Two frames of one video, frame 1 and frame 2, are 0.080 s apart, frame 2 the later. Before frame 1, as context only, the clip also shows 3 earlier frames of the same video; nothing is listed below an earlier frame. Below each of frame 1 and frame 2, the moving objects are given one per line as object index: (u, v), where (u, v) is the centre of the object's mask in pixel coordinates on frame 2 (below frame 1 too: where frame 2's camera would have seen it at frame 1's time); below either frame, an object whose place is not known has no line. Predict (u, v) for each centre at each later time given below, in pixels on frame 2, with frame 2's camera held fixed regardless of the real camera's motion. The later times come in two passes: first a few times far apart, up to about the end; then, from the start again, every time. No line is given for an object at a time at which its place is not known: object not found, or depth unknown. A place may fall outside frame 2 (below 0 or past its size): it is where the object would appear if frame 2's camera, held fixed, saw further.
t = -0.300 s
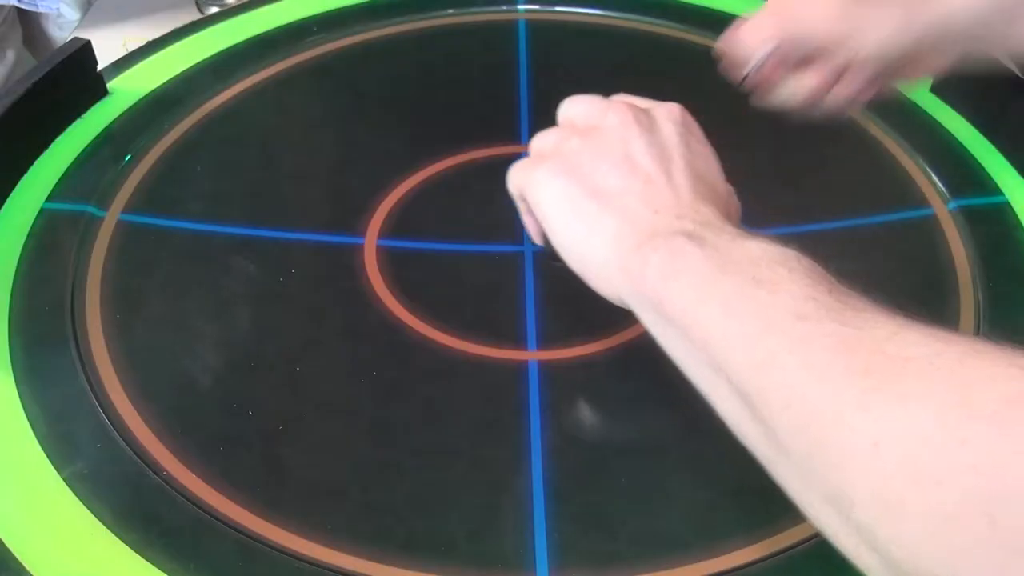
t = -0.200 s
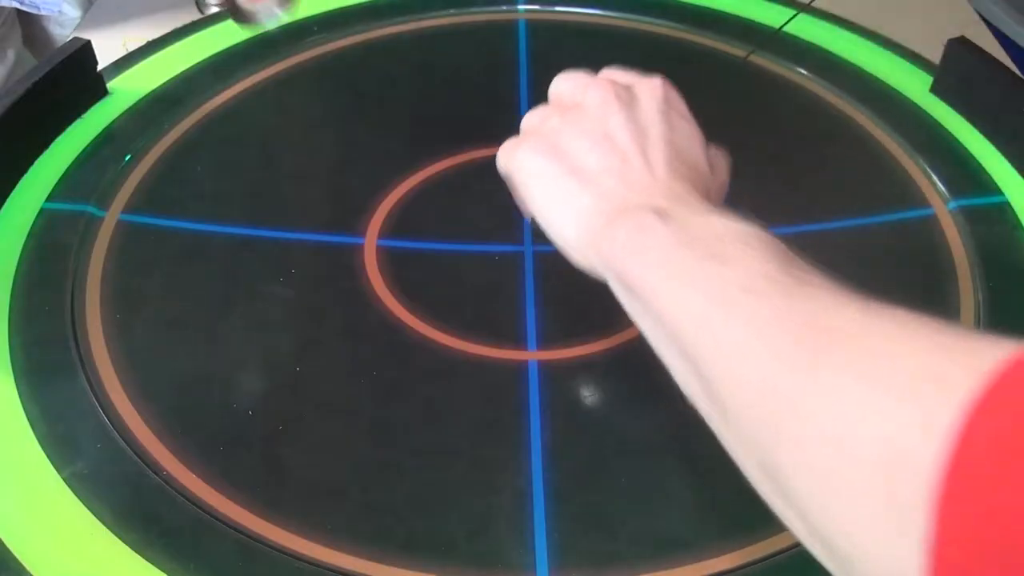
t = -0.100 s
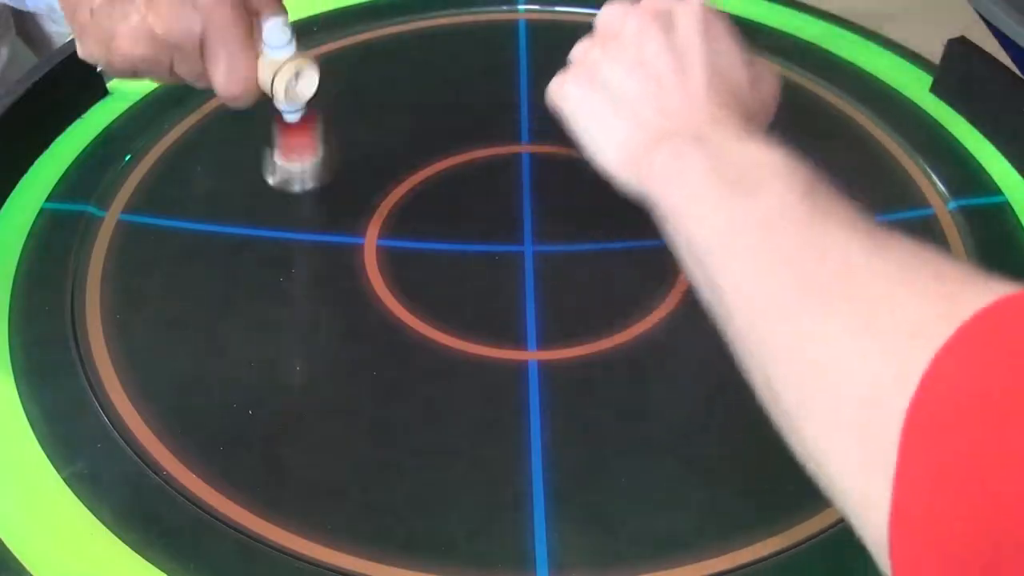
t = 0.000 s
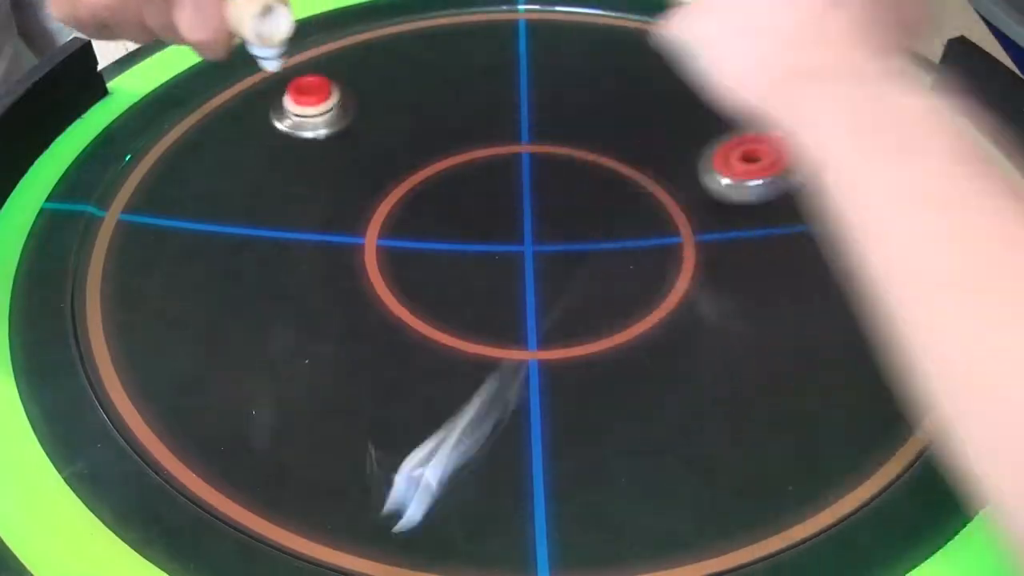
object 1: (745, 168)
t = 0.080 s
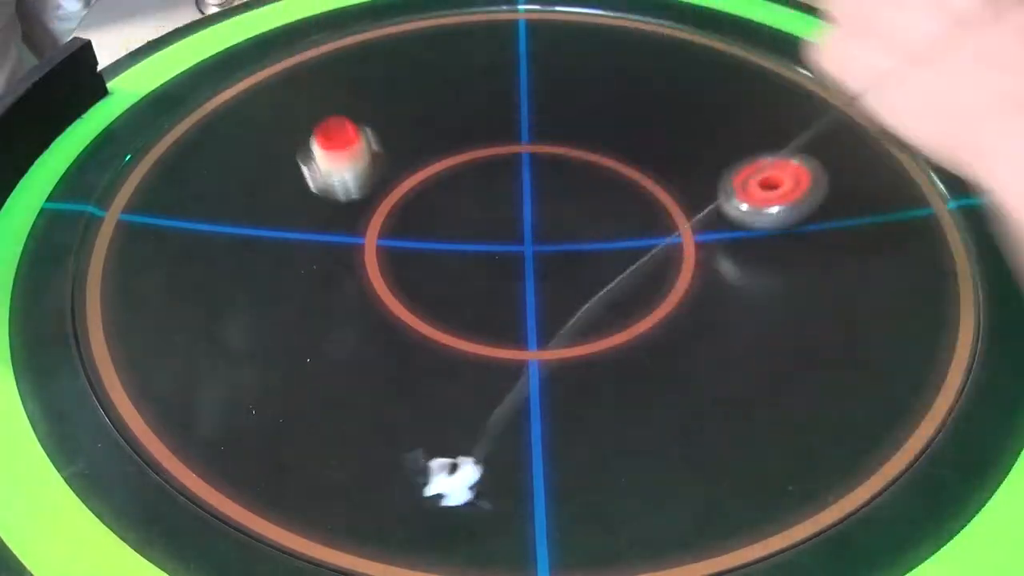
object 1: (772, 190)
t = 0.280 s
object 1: (777, 260)
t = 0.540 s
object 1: (842, 390)
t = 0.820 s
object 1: (819, 461)
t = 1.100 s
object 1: (750, 422)
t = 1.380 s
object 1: (735, 462)
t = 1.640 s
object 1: (673, 471)
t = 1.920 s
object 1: (977, 246)
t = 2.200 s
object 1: (596, 14)
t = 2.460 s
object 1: (297, 50)
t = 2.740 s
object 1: (87, 251)
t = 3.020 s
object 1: (303, 489)
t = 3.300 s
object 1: (631, 389)
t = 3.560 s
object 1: (627, 170)
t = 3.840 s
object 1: (366, 44)
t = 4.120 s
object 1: (165, 158)
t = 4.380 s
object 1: (225, 298)
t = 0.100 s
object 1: (776, 186)
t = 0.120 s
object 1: (777, 187)
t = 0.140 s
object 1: (779, 193)
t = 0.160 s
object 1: (779, 199)
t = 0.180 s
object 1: (779, 205)
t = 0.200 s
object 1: (778, 212)
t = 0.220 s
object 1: (776, 222)
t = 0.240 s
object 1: (776, 233)
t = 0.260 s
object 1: (776, 245)
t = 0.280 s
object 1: (777, 260)
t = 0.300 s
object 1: (779, 277)
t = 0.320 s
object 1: (784, 295)
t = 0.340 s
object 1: (790, 315)
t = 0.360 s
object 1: (800, 336)
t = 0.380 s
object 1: (814, 359)
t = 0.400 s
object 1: (831, 382)
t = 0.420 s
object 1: (849, 402)
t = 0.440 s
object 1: (880, 427)
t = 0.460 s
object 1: (895, 435)
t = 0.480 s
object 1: (886, 416)
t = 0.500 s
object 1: (872, 401)
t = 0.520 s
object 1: (858, 392)
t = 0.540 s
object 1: (842, 390)
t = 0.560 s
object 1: (824, 392)
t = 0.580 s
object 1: (812, 387)
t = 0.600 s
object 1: (803, 381)
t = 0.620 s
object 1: (794, 377)
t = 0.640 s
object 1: (788, 375)
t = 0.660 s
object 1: (783, 375)
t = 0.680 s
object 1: (780, 377)
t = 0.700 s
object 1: (778, 382)
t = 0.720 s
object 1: (779, 390)
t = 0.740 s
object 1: (781, 399)
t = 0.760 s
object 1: (787, 412)
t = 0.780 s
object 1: (796, 427)
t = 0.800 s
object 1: (806, 443)
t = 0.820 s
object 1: (819, 461)
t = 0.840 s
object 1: (834, 477)
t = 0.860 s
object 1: (833, 467)
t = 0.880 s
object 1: (824, 450)
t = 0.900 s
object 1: (814, 439)
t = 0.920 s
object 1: (802, 434)
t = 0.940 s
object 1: (792, 427)
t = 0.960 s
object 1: (783, 419)
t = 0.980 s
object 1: (776, 413)
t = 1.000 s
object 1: (769, 409)
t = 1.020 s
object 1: (764, 407)
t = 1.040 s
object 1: (759, 407)
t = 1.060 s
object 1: (755, 410)
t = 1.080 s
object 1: (752, 415)
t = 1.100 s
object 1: (750, 422)
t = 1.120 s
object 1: (749, 431)
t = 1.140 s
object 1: (748, 440)
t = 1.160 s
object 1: (747, 451)
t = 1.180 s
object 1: (748, 462)
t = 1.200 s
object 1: (750, 473)
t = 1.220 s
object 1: (753, 485)
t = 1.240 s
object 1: (757, 497)
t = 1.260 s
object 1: (762, 508)
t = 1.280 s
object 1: (763, 509)
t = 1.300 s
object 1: (758, 497)
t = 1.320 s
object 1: (752, 488)
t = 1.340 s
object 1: (746, 477)
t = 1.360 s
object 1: (740, 469)
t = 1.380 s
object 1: (735, 462)
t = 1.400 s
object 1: (730, 458)
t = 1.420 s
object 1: (725, 454)
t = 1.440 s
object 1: (720, 452)
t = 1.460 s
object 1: (716, 452)
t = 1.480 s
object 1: (711, 452)
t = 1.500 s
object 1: (705, 453)
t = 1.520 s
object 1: (700, 455)
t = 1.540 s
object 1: (696, 458)
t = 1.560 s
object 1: (691, 460)
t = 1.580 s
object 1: (686, 463)
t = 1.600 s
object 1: (682, 466)
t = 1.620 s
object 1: (677, 469)
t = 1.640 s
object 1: (673, 471)
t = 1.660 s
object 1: (668, 474)
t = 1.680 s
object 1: (664, 476)
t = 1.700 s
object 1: (660, 478)
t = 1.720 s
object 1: (655, 480)
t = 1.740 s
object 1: (651, 481)
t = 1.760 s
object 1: (647, 482)
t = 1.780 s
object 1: (643, 483)
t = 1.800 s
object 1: (639, 483)
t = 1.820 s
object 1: (690, 456)
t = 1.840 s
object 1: (770, 415)
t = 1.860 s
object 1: (842, 373)
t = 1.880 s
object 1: (903, 333)
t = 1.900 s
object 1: (956, 292)
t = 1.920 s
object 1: (977, 246)
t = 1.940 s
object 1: (973, 202)
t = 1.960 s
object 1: (966, 157)
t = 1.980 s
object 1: (960, 125)
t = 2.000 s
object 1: (953, 102)
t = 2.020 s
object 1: (930, 86)
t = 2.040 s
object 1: (874, 74)
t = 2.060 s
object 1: (829, 63)
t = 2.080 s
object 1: (789, 53)
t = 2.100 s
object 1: (754, 42)
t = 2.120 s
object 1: (721, 33)
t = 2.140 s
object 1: (689, 26)
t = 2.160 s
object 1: (658, 20)
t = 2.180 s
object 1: (626, 17)
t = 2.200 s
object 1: (596, 14)
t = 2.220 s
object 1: (567, 12)
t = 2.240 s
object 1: (537, 11)
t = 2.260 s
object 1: (508, 10)
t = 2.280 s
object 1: (478, 9)
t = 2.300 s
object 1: (450, 9)
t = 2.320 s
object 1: (433, 9)
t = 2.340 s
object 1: (415, 11)
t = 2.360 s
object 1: (397, 18)
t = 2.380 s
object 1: (380, 23)
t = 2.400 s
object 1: (363, 30)
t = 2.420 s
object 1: (342, 36)
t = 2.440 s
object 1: (320, 42)
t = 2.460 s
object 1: (297, 50)
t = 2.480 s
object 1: (273, 57)
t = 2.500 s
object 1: (249, 63)
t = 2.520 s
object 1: (224, 69)
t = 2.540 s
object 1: (197, 76)
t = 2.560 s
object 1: (176, 85)
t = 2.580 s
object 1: (162, 99)
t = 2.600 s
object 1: (150, 119)
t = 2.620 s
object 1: (136, 136)
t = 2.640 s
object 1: (120, 152)
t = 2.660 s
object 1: (104, 168)
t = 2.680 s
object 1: (95, 185)
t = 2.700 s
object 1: (94, 207)
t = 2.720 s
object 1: (90, 229)
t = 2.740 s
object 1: (87, 251)
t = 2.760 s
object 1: (83, 270)
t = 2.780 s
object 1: (79, 291)
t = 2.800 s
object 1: (77, 311)
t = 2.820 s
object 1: (89, 334)
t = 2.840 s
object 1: (104, 355)
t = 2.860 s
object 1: (121, 377)
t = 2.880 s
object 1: (140, 397)
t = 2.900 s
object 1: (160, 416)
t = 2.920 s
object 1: (182, 434)
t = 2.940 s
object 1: (205, 449)
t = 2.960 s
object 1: (227, 463)
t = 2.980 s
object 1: (252, 474)
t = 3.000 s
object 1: (277, 482)
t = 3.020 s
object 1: (303, 489)
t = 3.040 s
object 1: (329, 494)
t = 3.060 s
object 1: (355, 497)
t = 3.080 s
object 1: (384, 497)
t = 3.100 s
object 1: (410, 496)
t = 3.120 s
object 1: (437, 492)
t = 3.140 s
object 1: (462, 487)
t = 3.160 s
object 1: (490, 479)
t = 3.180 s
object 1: (516, 469)
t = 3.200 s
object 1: (540, 458)
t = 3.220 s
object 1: (562, 446)
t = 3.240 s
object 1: (583, 432)
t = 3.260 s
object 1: (603, 419)
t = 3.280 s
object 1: (618, 405)
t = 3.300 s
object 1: (631, 389)
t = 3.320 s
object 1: (643, 373)
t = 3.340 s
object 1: (653, 356)
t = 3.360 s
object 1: (660, 339)
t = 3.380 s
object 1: (666, 322)
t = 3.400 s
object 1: (669, 305)
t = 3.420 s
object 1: (670, 288)
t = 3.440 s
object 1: (669, 271)
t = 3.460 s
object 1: (667, 254)
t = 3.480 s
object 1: (663, 237)
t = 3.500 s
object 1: (656, 219)
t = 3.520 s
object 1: (649, 202)
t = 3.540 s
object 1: (639, 186)
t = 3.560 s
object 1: (627, 170)
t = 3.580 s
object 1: (612, 154)
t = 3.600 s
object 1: (597, 140)
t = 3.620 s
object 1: (581, 127)
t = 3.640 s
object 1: (563, 116)
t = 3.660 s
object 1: (545, 105)
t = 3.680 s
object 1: (525, 94)
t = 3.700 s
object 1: (506, 85)
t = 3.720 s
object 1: (487, 77)
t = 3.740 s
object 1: (467, 69)
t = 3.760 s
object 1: (447, 62)
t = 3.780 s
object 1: (427, 57)
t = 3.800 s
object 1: (407, 52)
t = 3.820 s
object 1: (386, 47)
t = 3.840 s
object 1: (366, 44)
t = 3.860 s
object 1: (345, 41)
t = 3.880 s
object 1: (322, 40)
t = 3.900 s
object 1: (302, 39)
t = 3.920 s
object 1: (281, 38)
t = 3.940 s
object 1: (260, 39)
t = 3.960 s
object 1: (246, 47)
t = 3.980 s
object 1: (235, 62)
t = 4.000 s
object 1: (225, 78)
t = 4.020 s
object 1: (215, 91)
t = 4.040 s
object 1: (203, 105)
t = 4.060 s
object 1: (193, 118)
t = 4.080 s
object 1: (182, 131)
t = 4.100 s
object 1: (173, 145)
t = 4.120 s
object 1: (165, 158)
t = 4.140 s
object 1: (158, 171)
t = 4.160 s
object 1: (153, 184)
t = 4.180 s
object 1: (150, 197)
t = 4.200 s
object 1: (148, 210)
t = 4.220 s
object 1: (149, 222)
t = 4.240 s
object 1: (152, 234)
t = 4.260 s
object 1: (156, 245)
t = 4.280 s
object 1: (162, 256)
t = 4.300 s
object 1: (171, 266)
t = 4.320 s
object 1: (181, 275)
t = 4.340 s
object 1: (195, 283)
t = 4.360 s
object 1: (209, 291)
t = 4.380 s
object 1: (225, 298)
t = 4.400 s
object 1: (242, 304)
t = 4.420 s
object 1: (261, 309)
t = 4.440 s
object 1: (281, 314)
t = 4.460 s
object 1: (301, 317)
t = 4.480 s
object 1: (321, 320)
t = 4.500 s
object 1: (342, 322)
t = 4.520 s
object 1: (365, 322)
